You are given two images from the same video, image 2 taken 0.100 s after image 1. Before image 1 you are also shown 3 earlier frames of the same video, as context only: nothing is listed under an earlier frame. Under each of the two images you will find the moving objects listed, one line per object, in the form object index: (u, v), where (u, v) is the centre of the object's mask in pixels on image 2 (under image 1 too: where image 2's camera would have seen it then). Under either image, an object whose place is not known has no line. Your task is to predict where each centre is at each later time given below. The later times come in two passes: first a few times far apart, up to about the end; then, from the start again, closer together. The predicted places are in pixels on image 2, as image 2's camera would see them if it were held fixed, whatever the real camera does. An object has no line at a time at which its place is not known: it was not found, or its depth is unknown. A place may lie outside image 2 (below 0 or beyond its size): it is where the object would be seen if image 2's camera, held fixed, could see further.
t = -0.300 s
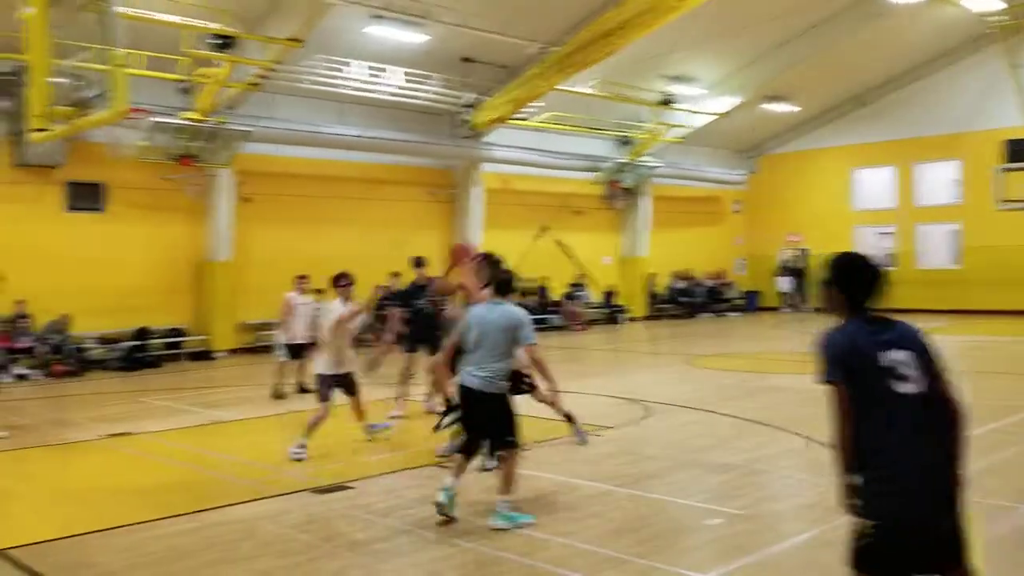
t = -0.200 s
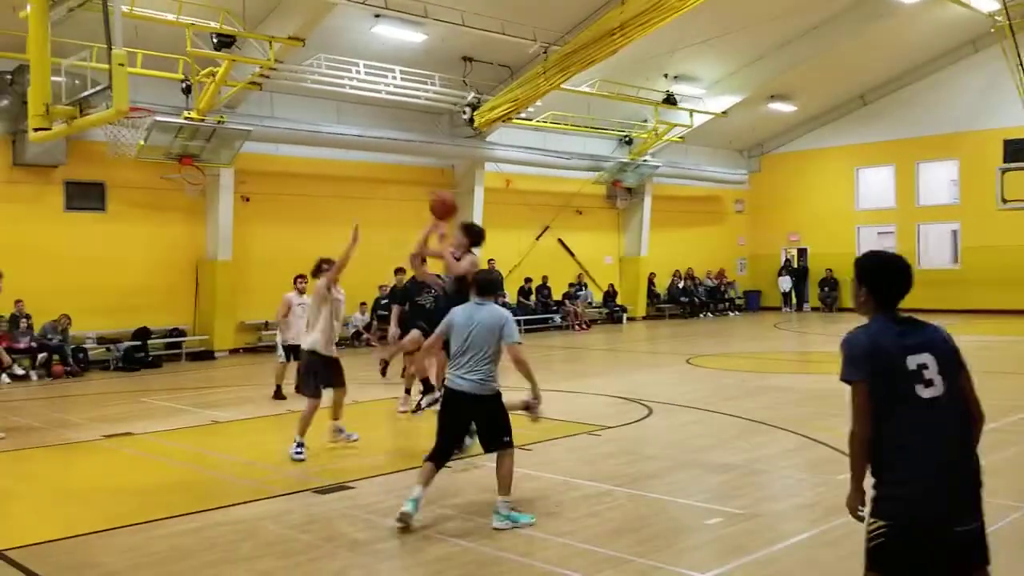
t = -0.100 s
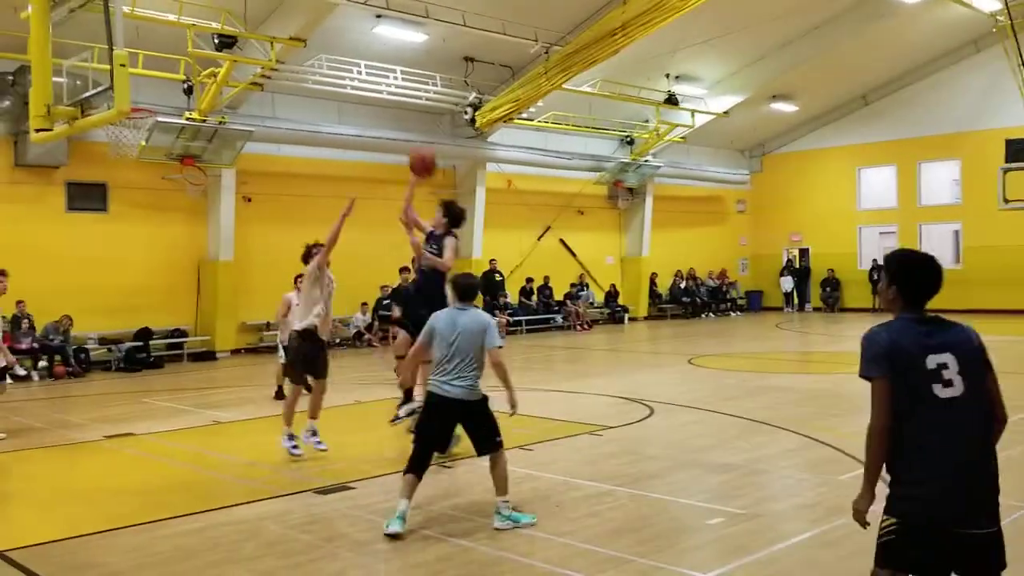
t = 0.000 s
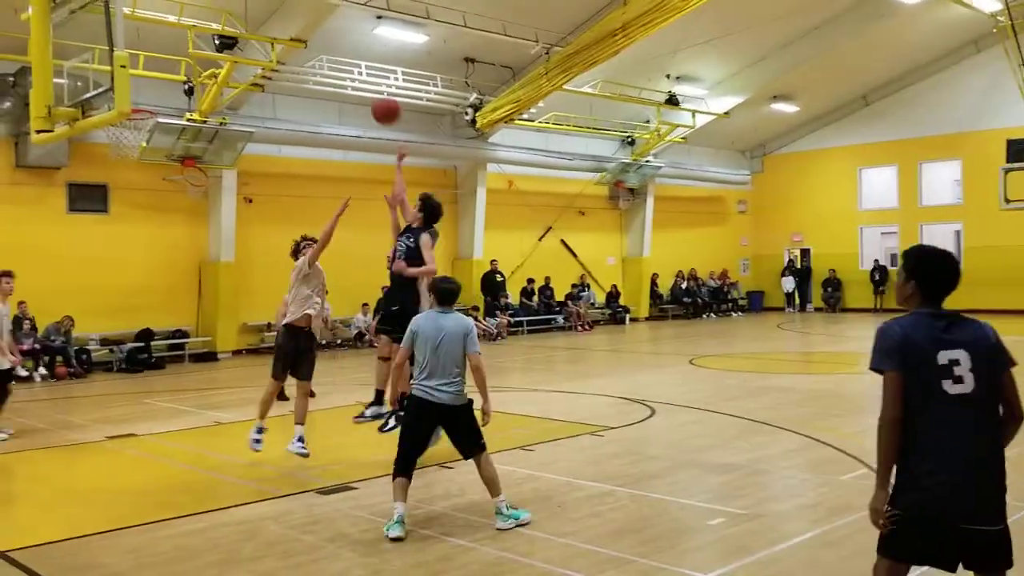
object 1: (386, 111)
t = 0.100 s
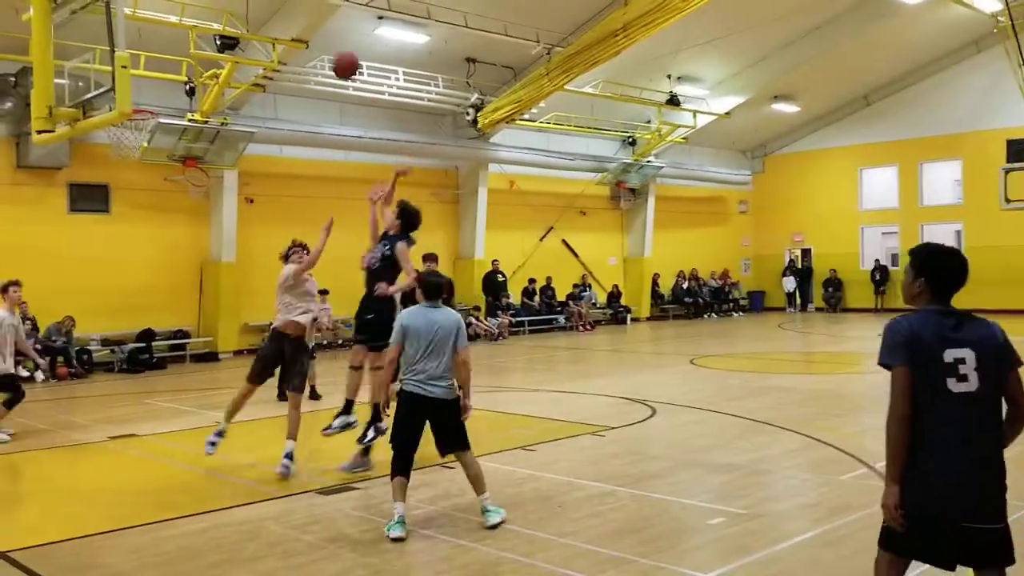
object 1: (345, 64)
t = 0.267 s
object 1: (278, 16)
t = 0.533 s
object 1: (175, 7)
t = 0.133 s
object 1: (332, 53)
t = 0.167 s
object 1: (319, 42)
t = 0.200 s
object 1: (305, 32)
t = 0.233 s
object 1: (292, 23)
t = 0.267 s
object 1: (278, 16)
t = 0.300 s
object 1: (265, 12)
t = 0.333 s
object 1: (252, 9)
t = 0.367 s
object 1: (240, 7)
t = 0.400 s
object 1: (226, 6)
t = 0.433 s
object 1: (213, 6)
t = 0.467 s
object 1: (201, 6)
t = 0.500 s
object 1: (188, 6)
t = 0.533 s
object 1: (175, 7)
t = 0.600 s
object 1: (150, 18)
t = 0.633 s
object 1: (138, 26)
